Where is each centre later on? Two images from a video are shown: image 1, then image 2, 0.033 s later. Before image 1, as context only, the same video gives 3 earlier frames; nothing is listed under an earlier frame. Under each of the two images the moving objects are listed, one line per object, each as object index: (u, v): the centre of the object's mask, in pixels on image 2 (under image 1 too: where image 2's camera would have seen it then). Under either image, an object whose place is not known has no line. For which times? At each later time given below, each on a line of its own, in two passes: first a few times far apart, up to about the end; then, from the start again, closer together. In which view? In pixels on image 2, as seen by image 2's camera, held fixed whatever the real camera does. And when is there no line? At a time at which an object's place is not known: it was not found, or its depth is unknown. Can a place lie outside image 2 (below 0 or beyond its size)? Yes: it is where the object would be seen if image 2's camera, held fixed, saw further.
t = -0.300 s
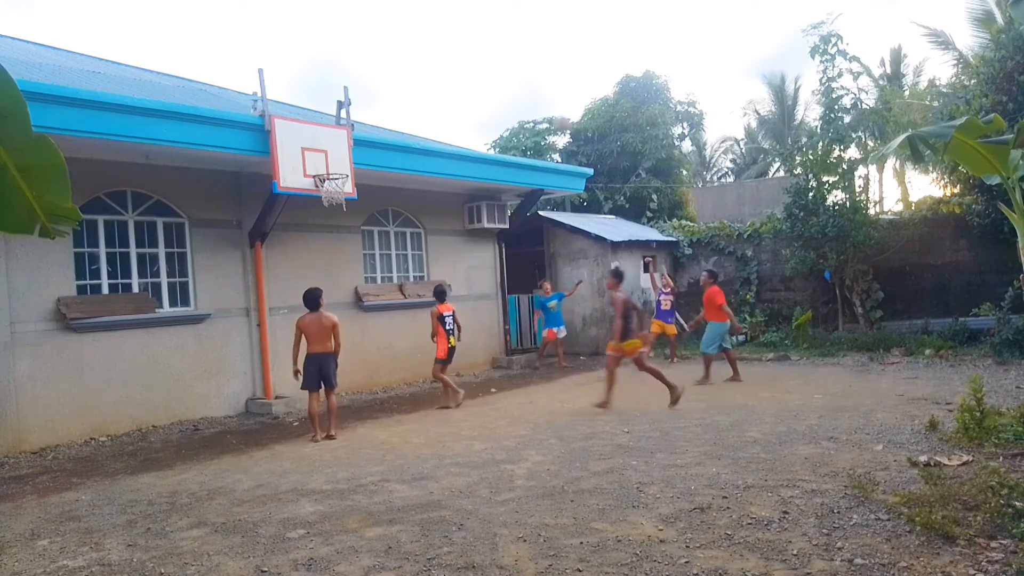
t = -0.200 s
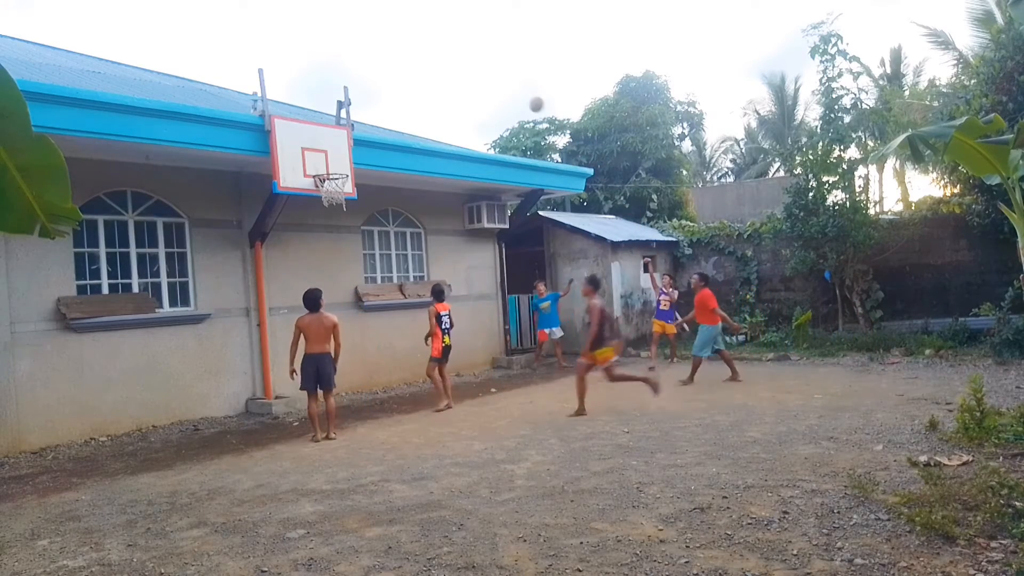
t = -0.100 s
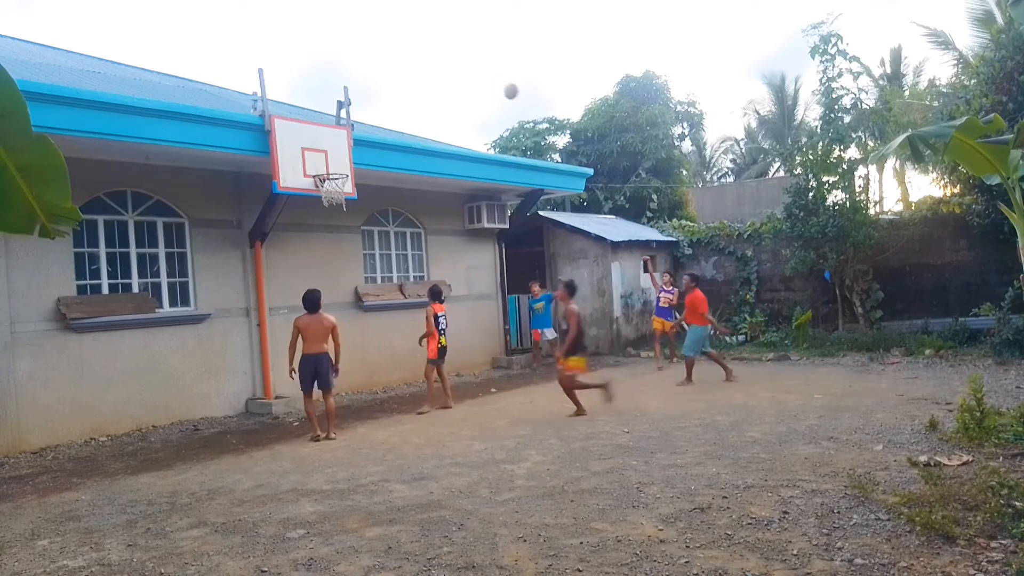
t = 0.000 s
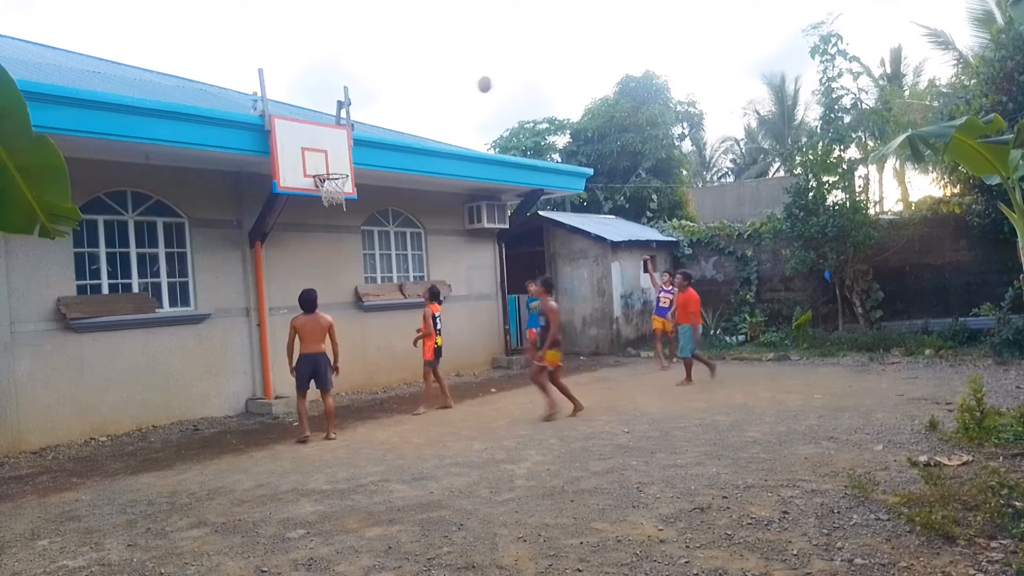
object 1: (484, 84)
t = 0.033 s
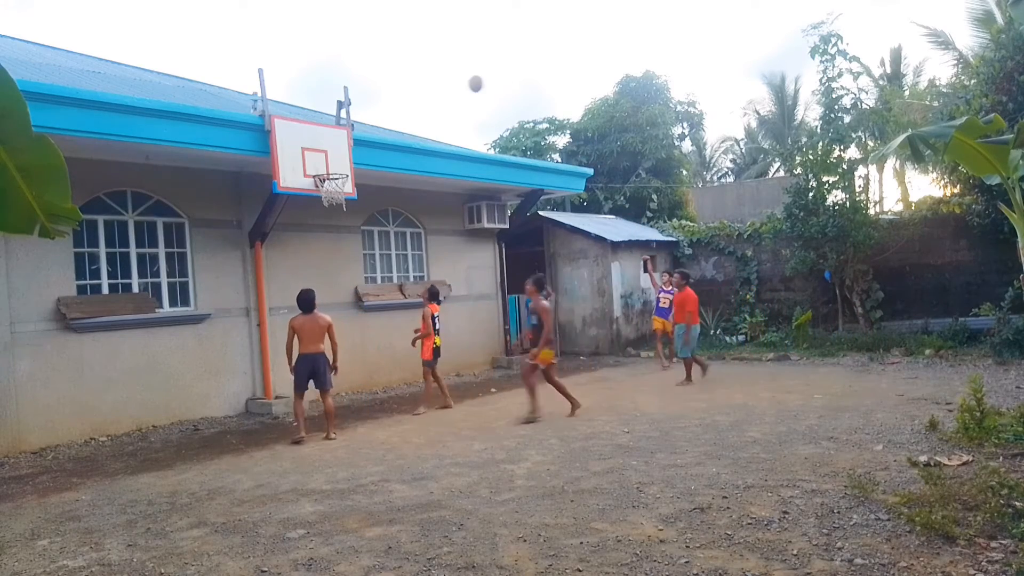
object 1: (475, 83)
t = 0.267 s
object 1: (409, 101)
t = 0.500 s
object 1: (337, 165)
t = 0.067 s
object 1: (466, 83)
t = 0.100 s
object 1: (457, 84)
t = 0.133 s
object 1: (447, 85)
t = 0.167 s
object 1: (438, 88)
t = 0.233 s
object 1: (419, 95)
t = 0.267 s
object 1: (409, 101)
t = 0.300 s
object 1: (399, 107)
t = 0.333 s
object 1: (389, 114)
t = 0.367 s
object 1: (379, 122)
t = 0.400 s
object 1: (369, 132)
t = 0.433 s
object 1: (359, 143)
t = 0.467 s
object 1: (349, 152)
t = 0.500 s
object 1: (337, 165)
